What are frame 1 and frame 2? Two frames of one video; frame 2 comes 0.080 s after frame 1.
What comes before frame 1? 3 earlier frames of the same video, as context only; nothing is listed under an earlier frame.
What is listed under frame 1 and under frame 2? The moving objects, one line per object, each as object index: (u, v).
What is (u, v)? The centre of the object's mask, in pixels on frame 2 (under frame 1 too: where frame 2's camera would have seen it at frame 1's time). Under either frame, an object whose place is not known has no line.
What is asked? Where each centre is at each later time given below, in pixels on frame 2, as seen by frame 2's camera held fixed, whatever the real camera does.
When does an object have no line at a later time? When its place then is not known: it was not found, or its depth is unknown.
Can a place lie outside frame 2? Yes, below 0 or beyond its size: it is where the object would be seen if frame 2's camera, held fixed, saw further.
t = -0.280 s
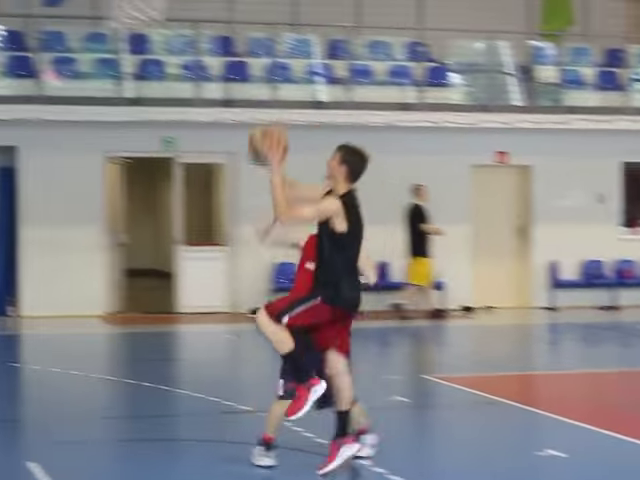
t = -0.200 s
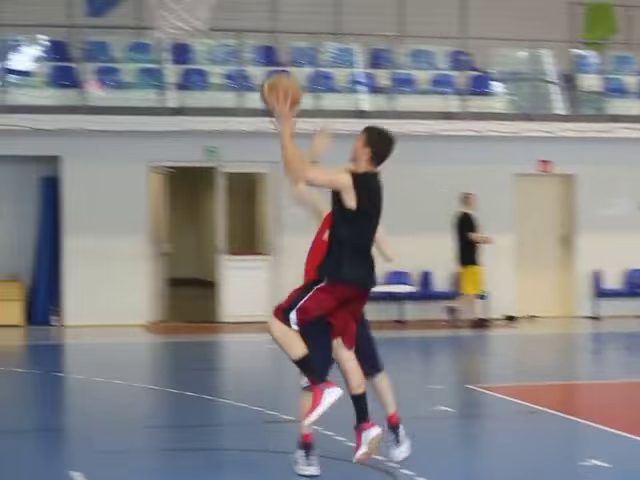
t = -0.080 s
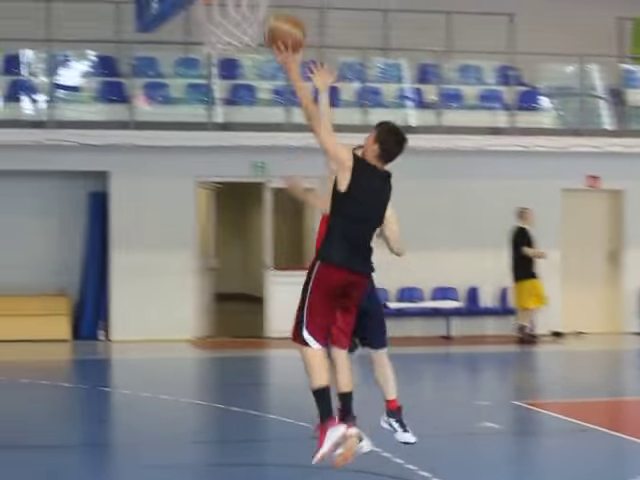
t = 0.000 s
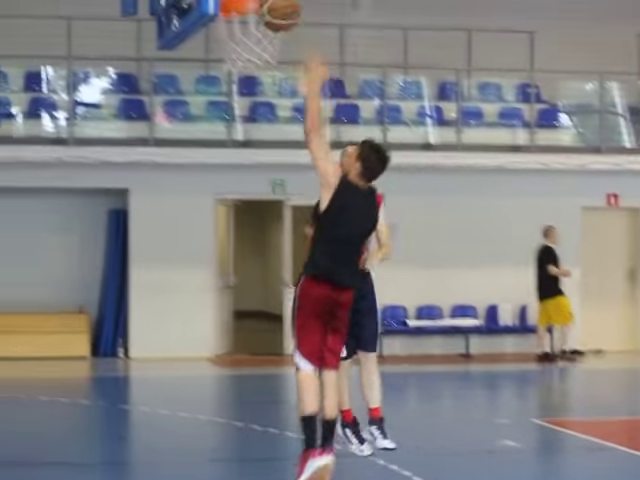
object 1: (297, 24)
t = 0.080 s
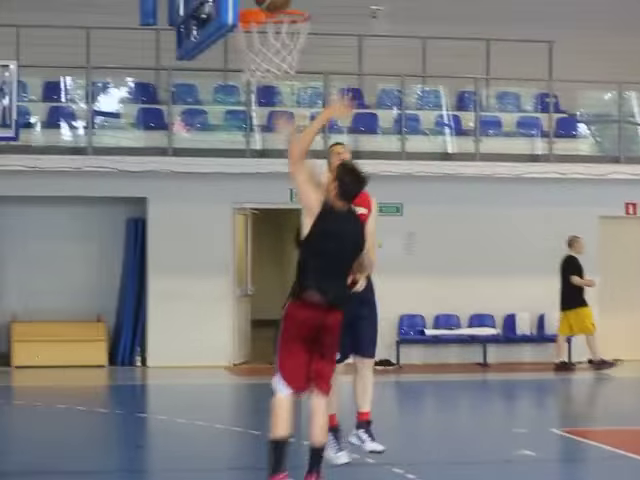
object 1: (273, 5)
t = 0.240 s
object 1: (253, -20)
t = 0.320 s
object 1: (263, -23)
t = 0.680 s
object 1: (259, 90)
